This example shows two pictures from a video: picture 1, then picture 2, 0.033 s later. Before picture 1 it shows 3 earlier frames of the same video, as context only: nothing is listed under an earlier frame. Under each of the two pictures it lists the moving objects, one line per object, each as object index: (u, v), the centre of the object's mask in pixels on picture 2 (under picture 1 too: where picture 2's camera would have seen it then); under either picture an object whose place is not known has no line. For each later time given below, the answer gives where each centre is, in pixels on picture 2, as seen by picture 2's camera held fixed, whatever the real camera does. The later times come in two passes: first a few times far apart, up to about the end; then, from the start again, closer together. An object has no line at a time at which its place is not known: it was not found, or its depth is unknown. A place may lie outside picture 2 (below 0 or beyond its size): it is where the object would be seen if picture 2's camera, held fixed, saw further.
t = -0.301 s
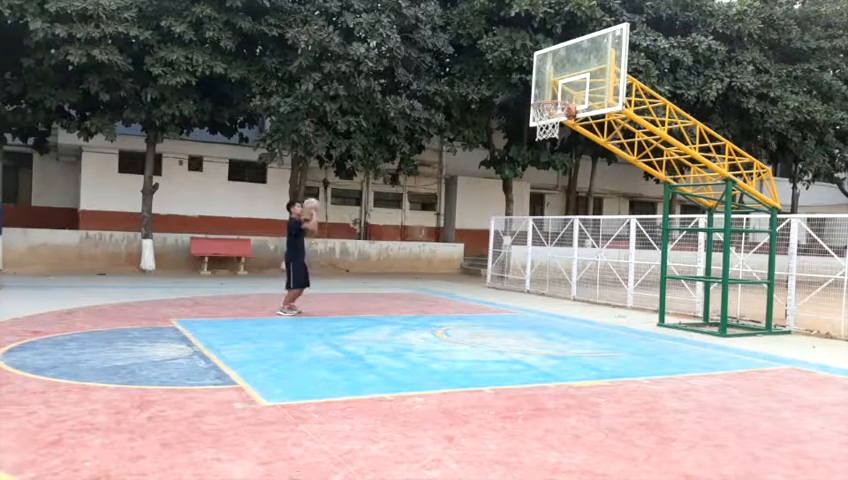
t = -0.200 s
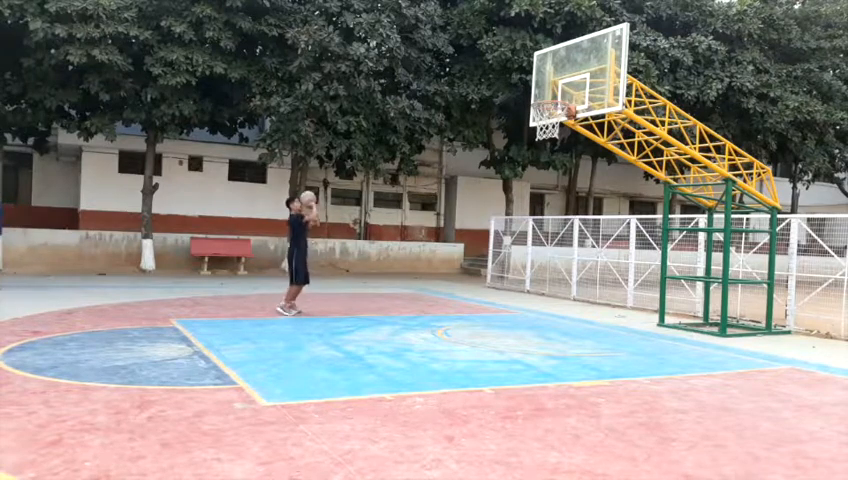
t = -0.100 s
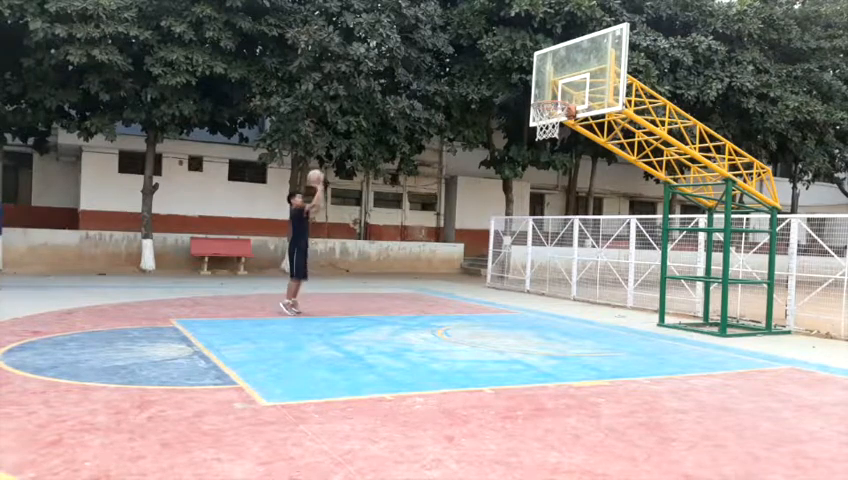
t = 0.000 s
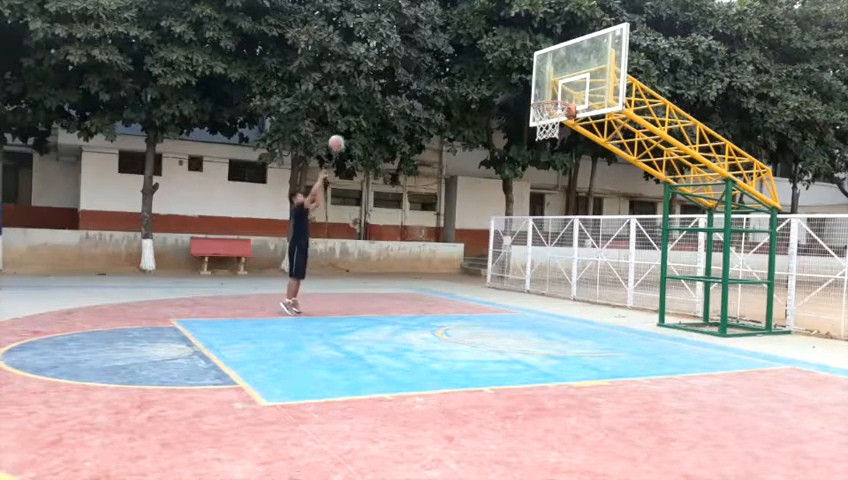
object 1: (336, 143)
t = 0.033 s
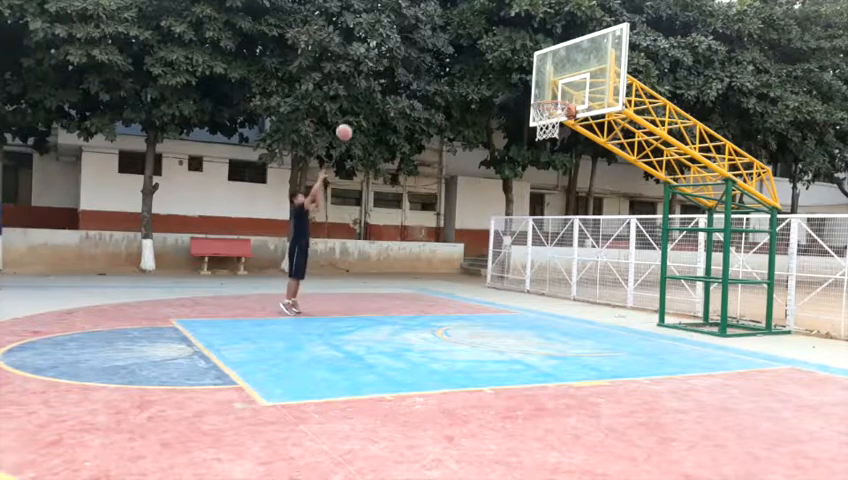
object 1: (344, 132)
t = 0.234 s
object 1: (389, 82)
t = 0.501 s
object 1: (454, 54)
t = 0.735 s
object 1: (512, 71)
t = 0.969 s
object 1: (559, 122)
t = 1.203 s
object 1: (553, 155)
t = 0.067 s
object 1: (351, 122)
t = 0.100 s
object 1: (358, 113)
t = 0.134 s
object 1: (366, 104)
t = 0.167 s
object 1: (374, 96)
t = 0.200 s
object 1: (382, 88)
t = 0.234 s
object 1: (389, 82)
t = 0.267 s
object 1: (397, 76)
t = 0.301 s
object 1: (405, 71)
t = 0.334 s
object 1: (413, 66)
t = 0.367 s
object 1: (421, 62)
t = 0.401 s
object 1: (429, 59)
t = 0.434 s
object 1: (437, 57)
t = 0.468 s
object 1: (445, 55)
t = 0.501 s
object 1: (454, 54)
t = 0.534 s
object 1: (461, 54)
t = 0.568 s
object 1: (470, 55)
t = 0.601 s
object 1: (478, 57)
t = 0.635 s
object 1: (486, 59)
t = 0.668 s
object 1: (494, 62)
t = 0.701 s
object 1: (503, 66)
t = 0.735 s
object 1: (512, 71)
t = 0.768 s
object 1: (520, 77)
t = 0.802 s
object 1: (528, 83)
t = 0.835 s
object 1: (535, 91)
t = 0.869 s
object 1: (545, 105)
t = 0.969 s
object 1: (559, 122)
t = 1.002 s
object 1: (557, 120)
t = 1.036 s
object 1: (558, 129)
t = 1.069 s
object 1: (557, 132)
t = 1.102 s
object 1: (556, 136)
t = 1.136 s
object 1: (555, 142)
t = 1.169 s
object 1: (554, 148)
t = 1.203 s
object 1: (553, 155)
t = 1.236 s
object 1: (552, 163)
